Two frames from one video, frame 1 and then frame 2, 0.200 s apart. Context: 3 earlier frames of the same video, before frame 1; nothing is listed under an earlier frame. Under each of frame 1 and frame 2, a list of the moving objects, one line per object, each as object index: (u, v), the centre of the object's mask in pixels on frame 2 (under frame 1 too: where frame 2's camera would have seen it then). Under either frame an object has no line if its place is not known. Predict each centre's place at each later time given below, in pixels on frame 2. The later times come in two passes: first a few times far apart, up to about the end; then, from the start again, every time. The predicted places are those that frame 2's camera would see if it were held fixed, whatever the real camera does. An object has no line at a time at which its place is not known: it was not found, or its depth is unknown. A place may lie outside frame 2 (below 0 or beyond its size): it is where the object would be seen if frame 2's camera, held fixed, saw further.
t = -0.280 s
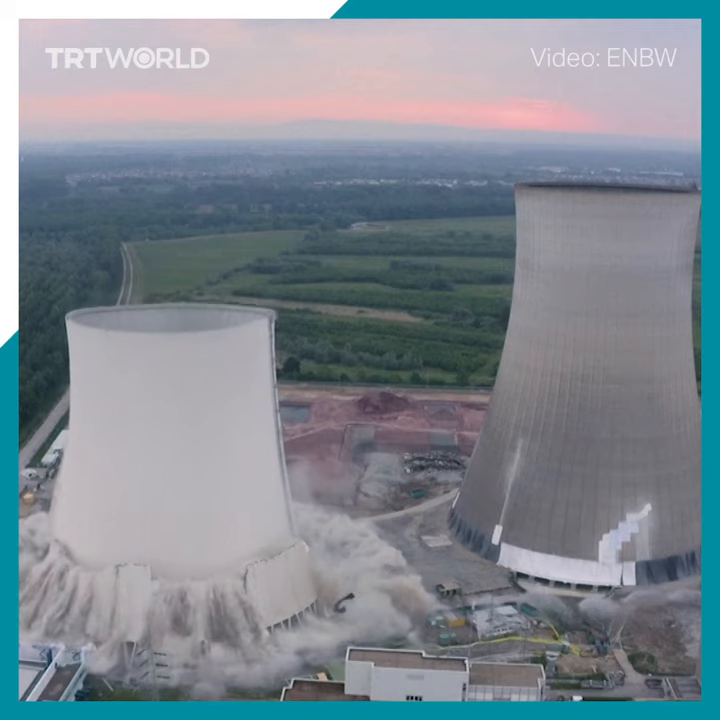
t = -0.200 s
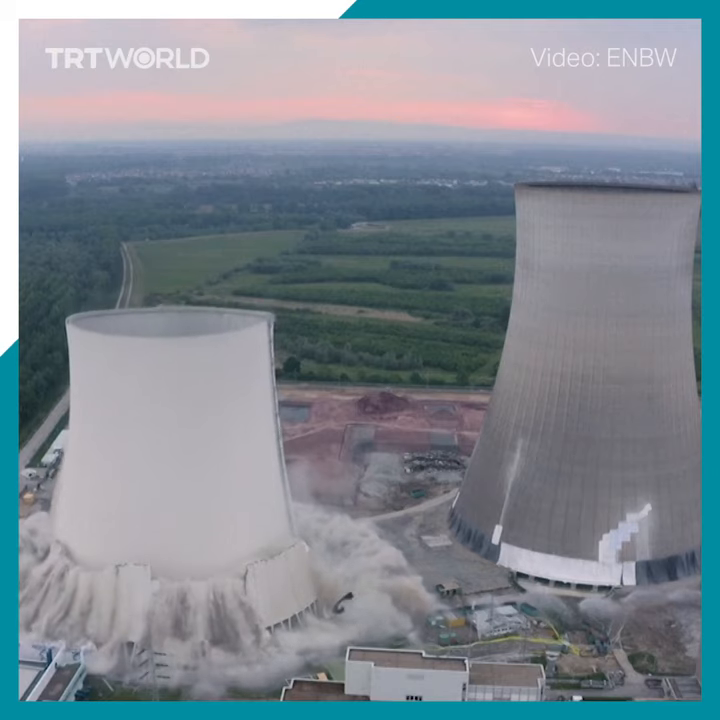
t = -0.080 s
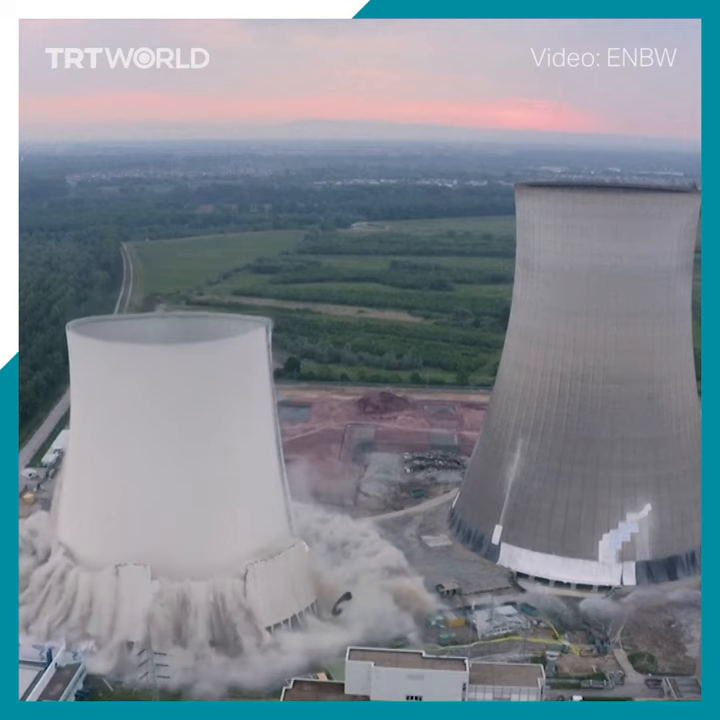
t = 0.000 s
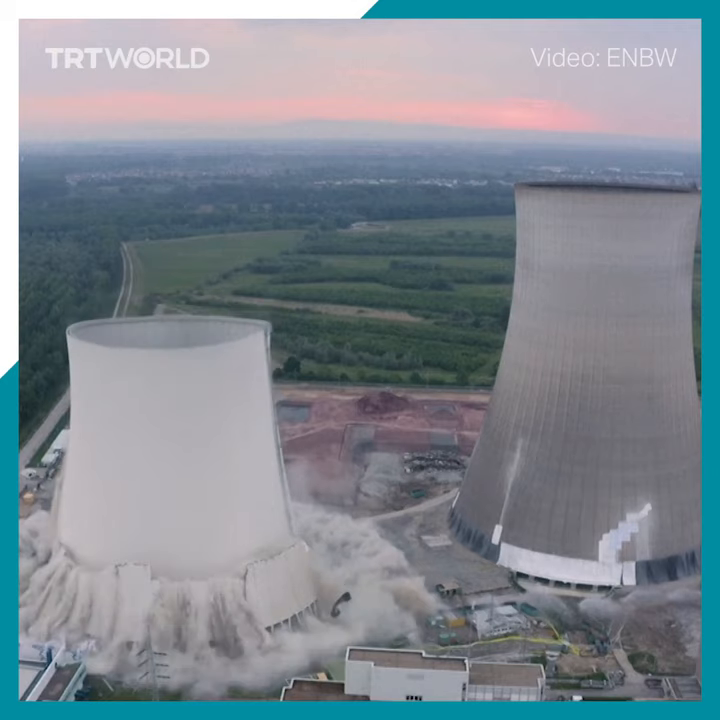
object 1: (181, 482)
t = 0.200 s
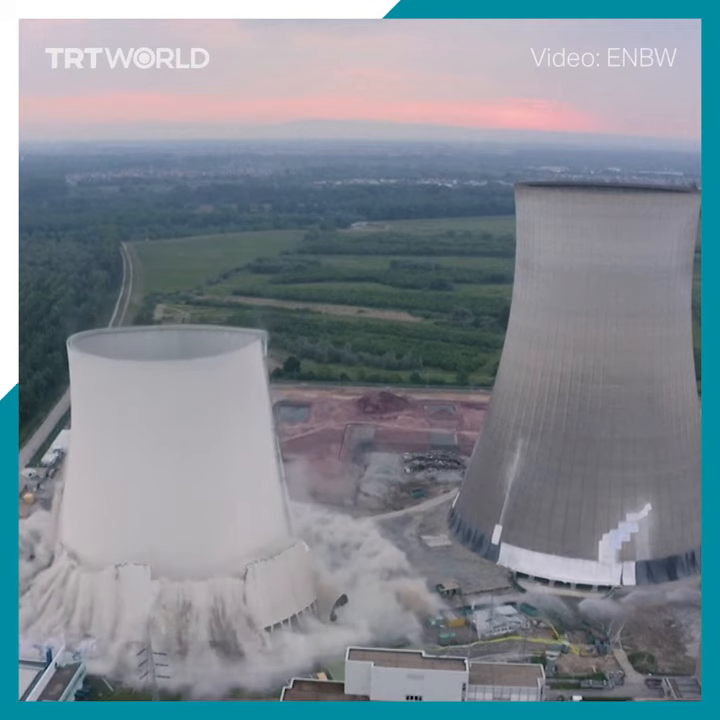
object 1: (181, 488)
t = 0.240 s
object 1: (180, 489)
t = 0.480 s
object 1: (180, 494)
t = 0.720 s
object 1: (180, 498)
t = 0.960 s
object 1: (182, 502)
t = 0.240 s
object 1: (180, 489)
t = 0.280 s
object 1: (180, 491)
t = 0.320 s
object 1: (180, 491)
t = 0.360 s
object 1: (180, 492)
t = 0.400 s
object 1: (180, 493)
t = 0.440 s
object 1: (180, 493)
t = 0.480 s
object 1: (180, 494)
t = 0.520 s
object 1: (180, 495)
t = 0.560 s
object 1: (181, 496)
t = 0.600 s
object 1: (180, 496)
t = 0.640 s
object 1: (180, 496)
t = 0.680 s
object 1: (181, 497)
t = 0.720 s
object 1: (180, 498)
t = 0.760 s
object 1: (181, 498)
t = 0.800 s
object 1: (182, 500)
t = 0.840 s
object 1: (181, 500)
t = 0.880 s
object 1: (182, 501)
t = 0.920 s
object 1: (182, 502)
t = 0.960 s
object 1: (182, 502)
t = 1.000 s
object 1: (182, 505)
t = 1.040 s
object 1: (181, 506)
